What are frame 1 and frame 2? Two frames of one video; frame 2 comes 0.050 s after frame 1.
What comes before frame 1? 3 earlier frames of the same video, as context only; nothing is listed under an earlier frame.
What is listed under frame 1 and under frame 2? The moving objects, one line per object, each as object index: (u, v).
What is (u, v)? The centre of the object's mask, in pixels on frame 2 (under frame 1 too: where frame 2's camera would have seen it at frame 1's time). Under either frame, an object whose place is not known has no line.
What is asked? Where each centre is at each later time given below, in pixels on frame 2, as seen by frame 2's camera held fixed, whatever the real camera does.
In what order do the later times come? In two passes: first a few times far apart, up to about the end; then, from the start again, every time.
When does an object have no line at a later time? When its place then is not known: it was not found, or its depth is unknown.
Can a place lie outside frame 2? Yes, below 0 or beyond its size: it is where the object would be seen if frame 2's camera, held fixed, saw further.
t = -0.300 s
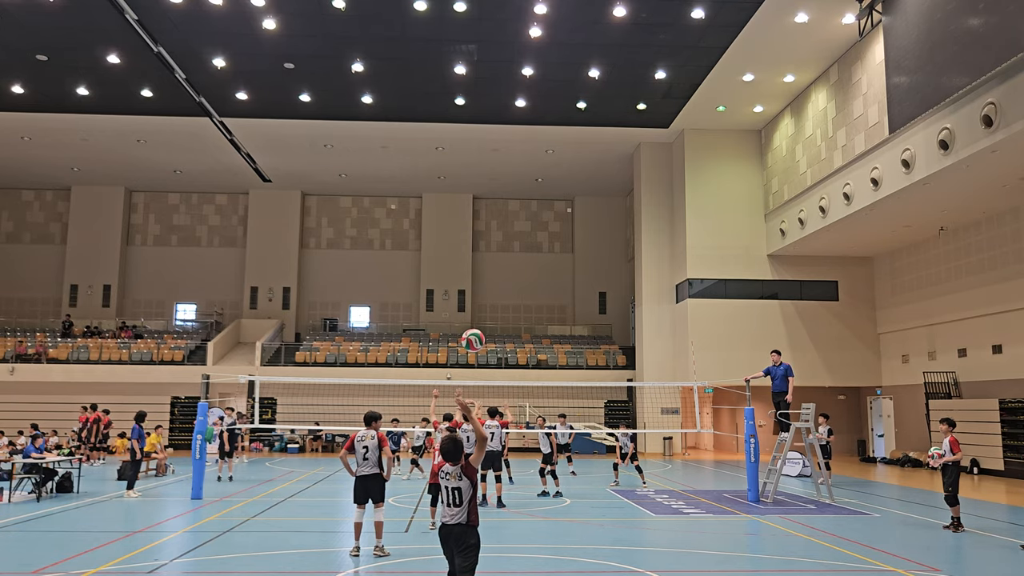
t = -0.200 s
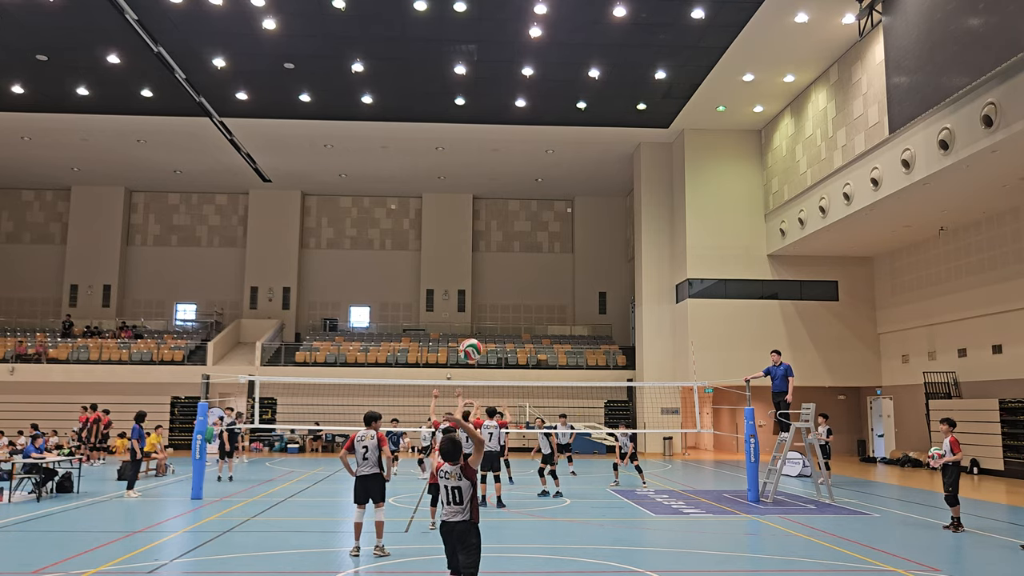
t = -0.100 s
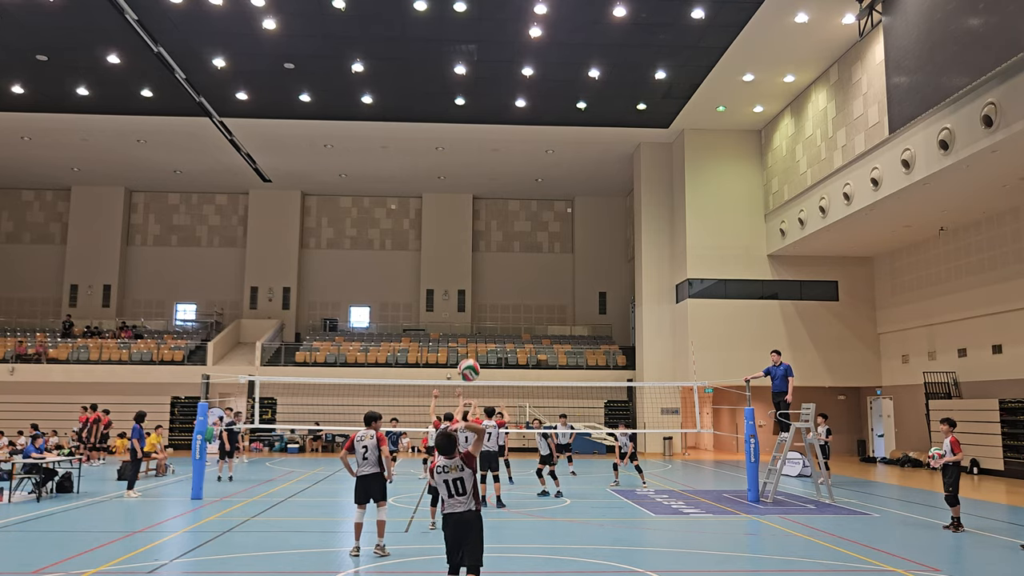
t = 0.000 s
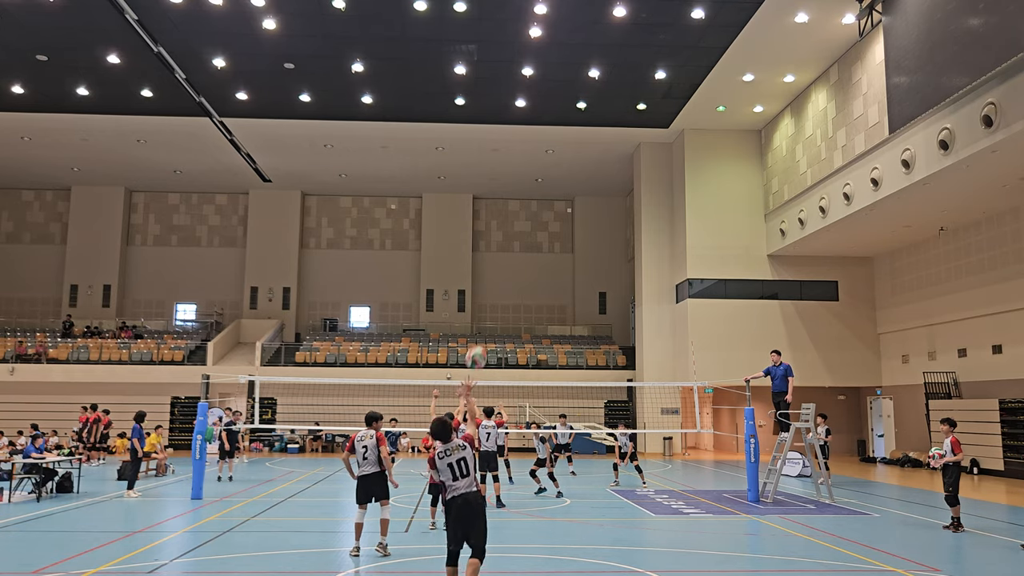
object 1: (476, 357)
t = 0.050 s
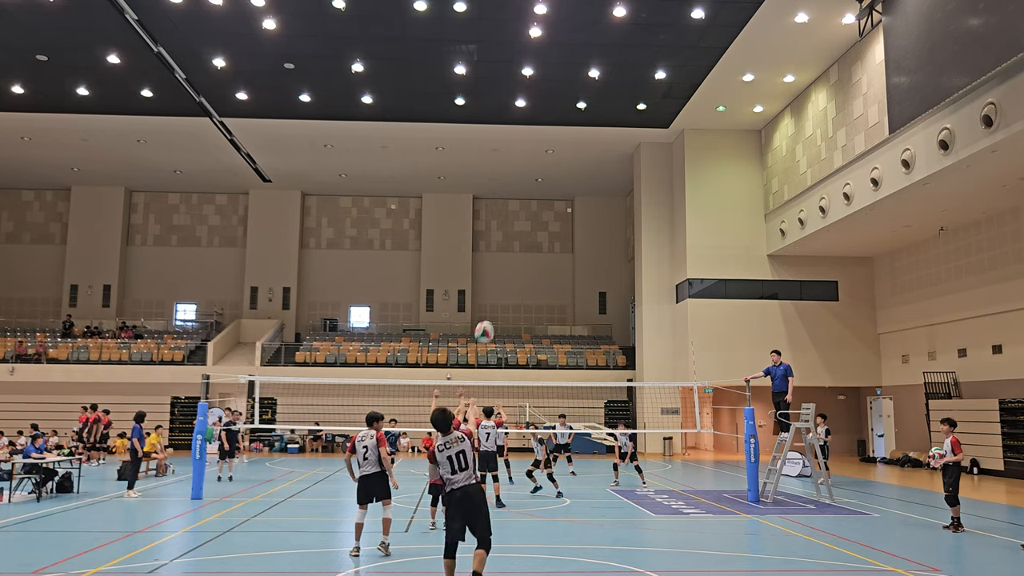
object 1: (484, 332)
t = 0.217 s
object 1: (505, 283)
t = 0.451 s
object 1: (520, 268)
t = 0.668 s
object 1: (529, 279)
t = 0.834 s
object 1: (537, 300)
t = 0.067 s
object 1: (487, 325)
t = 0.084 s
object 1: (489, 318)
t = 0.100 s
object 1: (492, 312)
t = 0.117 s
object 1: (494, 306)
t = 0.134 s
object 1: (496, 301)
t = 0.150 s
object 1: (498, 297)
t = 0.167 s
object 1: (500, 293)
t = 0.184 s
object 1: (502, 289)
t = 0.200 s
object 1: (503, 286)
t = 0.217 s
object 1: (505, 283)
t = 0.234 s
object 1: (507, 280)
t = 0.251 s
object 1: (508, 278)
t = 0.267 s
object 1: (509, 277)
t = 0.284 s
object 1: (510, 275)
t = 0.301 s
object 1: (512, 273)
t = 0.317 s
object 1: (513, 272)
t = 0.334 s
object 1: (514, 271)
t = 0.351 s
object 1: (515, 270)
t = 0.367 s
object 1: (516, 269)
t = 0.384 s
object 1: (517, 269)
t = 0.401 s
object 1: (518, 268)
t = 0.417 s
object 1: (518, 268)
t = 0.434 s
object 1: (519, 268)
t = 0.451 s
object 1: (520, 268)
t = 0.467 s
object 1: (521, 268)
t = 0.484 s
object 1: (521, 269)
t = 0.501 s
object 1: (522, 269)
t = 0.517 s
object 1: (523, 269)
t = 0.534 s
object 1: (523, 270)
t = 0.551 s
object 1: (524, 271)
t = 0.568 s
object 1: (525, 272)
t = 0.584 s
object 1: (525, 273)
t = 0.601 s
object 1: (526, 274)
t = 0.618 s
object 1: (527, 275)
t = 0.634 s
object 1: (527, 276)
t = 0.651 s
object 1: (528, 278)
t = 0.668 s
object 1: (529, 279)
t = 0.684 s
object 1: (530, 281)
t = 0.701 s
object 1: (530, 283)
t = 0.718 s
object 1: (531, 284)
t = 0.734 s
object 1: (532, 286)
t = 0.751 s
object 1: (533, 288)
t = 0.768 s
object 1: (534, 291)
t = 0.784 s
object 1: (535, 293)
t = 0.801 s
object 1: (535, 295)
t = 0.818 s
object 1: (536, 297)
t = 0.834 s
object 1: (537, 300)
